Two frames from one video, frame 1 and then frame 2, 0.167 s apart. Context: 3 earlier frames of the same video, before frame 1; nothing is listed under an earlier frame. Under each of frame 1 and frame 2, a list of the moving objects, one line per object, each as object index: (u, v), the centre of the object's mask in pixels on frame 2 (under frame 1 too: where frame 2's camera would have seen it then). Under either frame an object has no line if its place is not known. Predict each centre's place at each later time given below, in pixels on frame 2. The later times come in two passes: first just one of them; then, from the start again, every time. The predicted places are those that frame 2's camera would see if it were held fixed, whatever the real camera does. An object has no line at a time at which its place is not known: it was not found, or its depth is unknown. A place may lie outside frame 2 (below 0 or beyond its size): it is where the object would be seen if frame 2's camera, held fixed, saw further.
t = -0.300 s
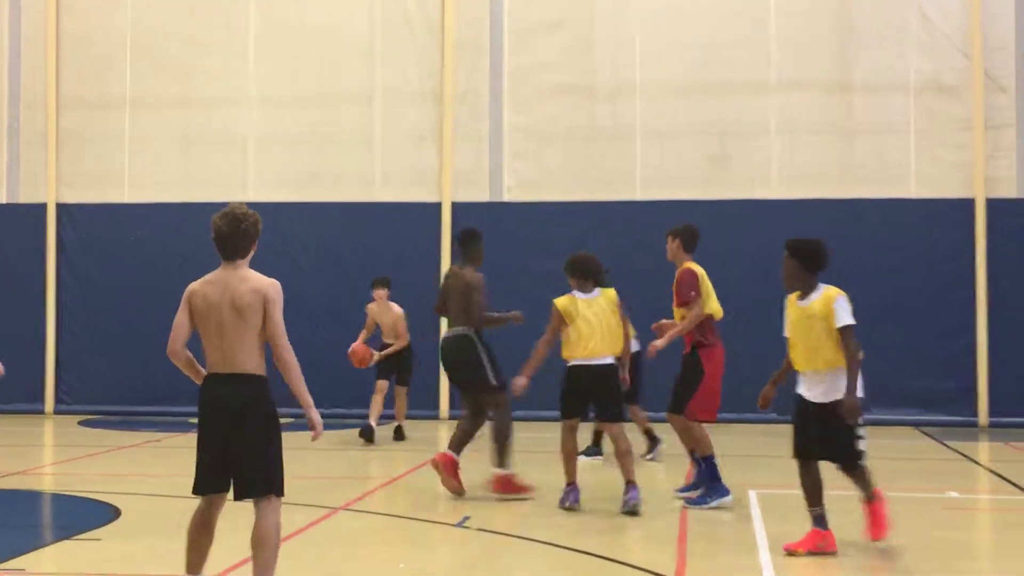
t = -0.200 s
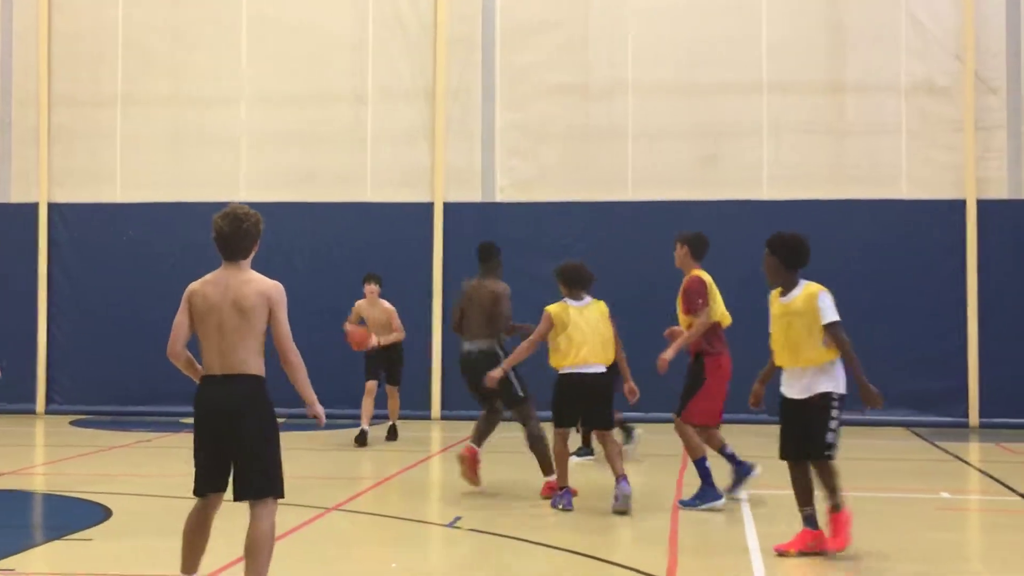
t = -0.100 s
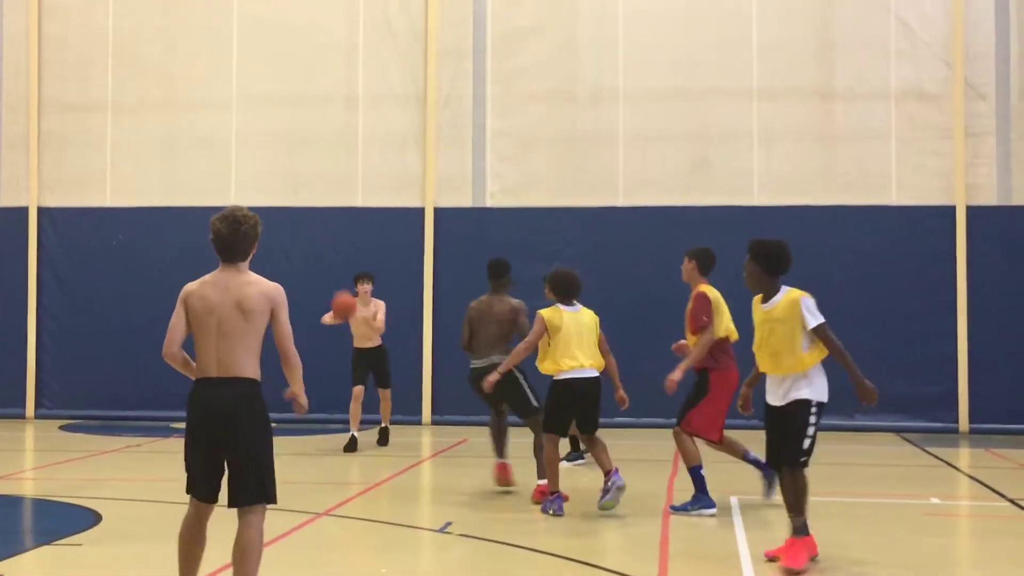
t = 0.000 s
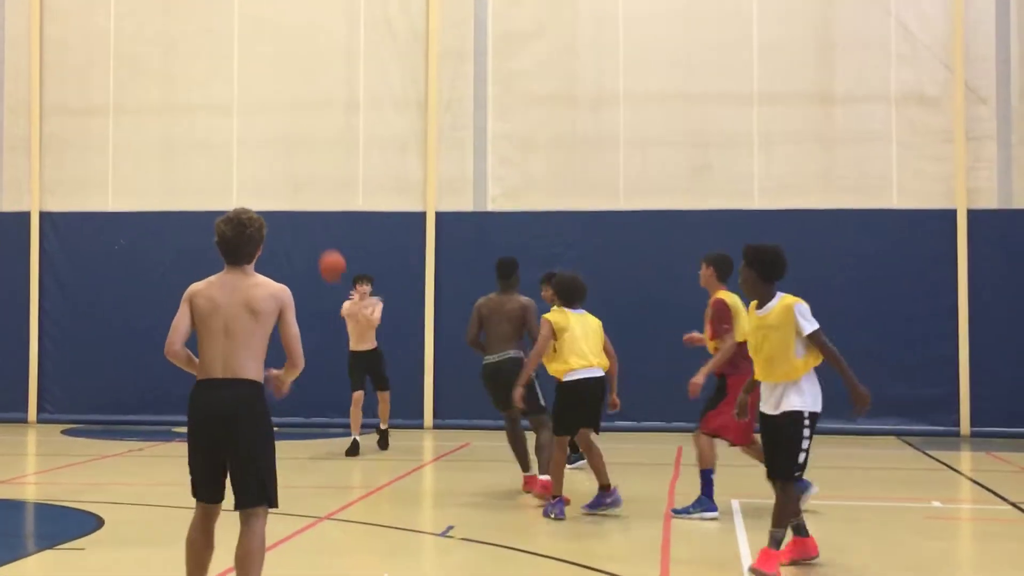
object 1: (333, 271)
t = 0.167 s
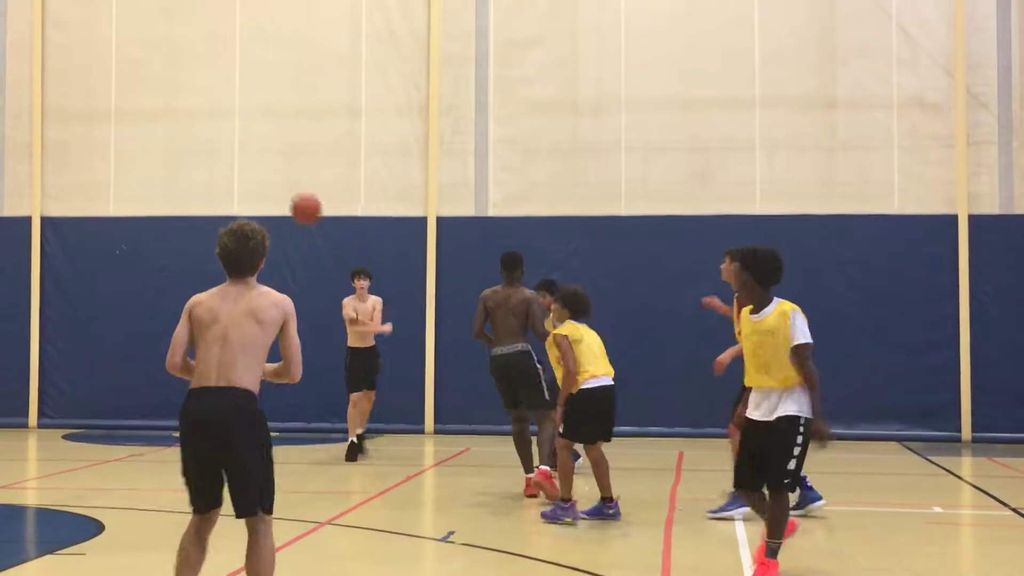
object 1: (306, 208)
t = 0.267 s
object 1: (285, 180)
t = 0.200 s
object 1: (300, 198)
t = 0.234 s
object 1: (293, 188)
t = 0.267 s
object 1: (285, 180)
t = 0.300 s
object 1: (277, 170)
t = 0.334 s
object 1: (269, 162)
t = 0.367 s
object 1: (260, 156)
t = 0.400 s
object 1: (252, 152)
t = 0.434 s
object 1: (242, 148)
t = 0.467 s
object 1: (230, 146)
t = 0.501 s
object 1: (219, 147)
